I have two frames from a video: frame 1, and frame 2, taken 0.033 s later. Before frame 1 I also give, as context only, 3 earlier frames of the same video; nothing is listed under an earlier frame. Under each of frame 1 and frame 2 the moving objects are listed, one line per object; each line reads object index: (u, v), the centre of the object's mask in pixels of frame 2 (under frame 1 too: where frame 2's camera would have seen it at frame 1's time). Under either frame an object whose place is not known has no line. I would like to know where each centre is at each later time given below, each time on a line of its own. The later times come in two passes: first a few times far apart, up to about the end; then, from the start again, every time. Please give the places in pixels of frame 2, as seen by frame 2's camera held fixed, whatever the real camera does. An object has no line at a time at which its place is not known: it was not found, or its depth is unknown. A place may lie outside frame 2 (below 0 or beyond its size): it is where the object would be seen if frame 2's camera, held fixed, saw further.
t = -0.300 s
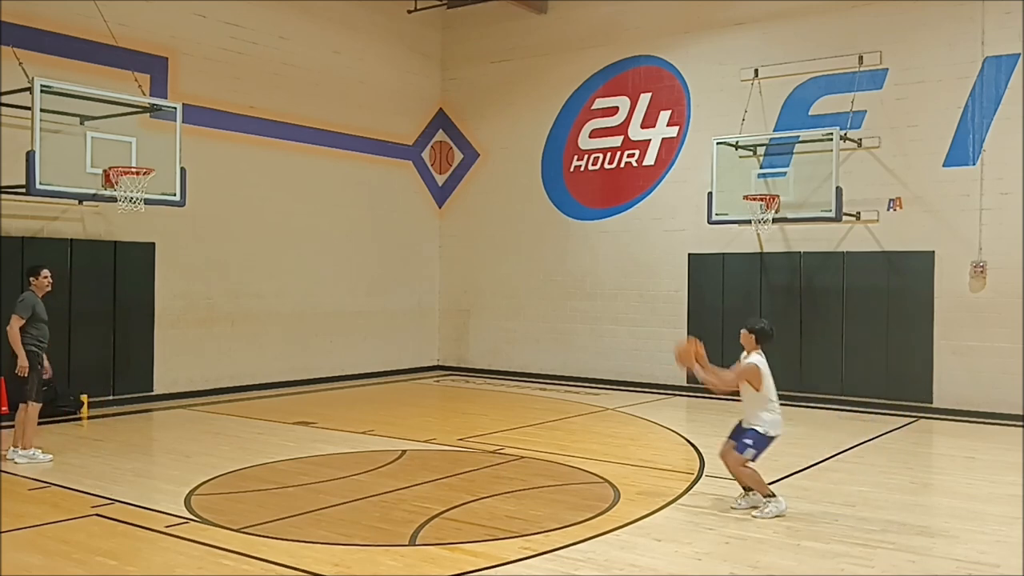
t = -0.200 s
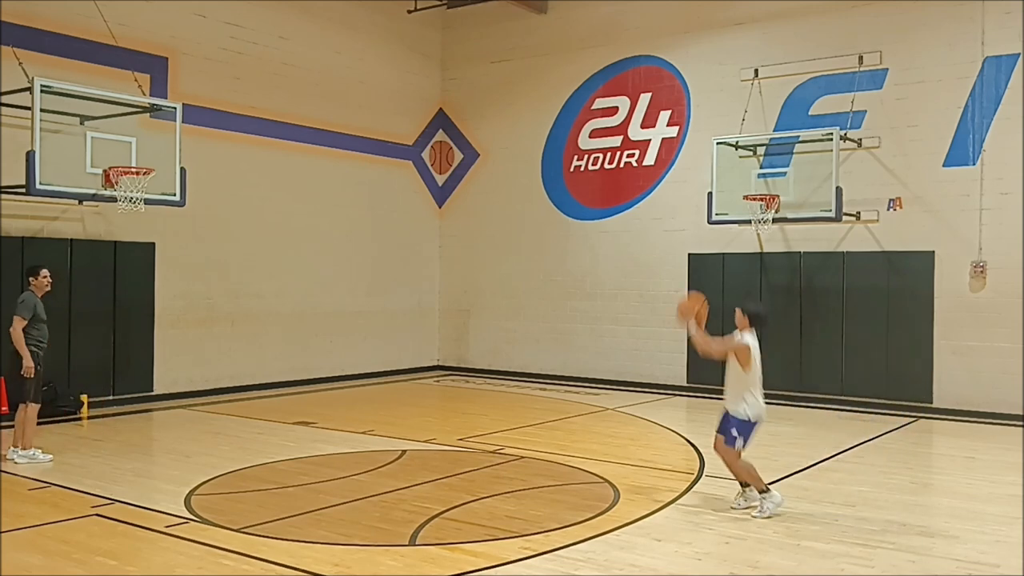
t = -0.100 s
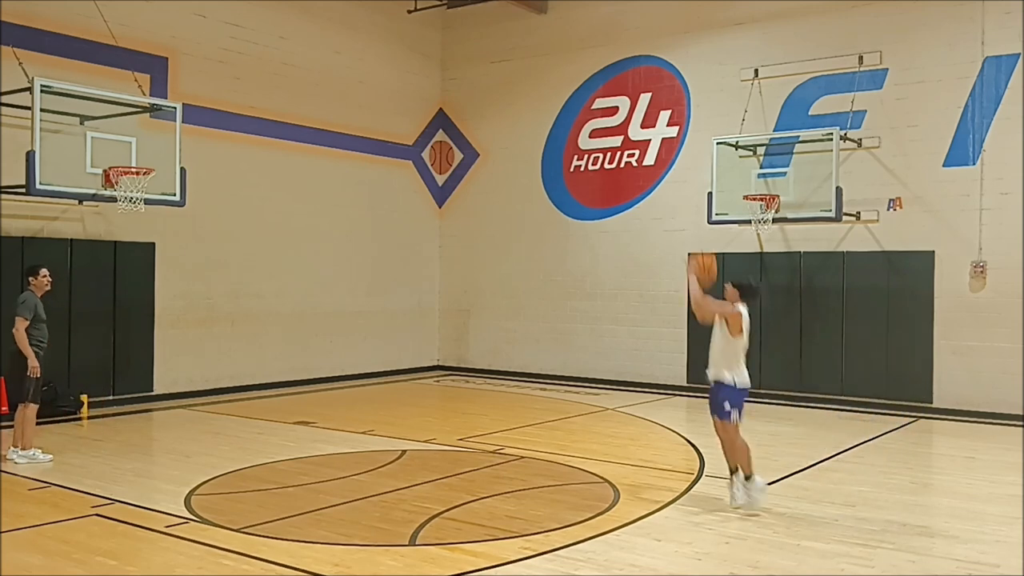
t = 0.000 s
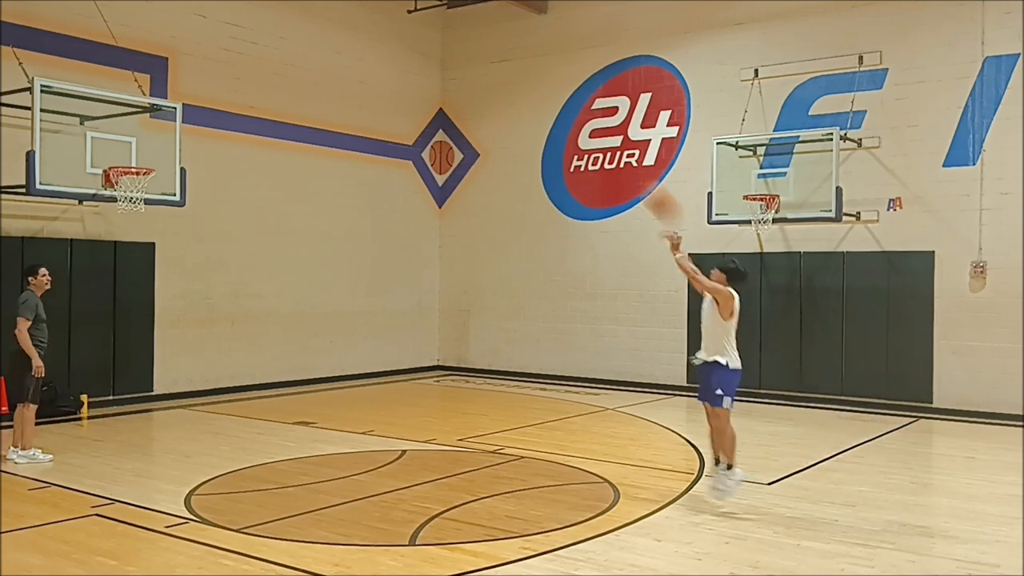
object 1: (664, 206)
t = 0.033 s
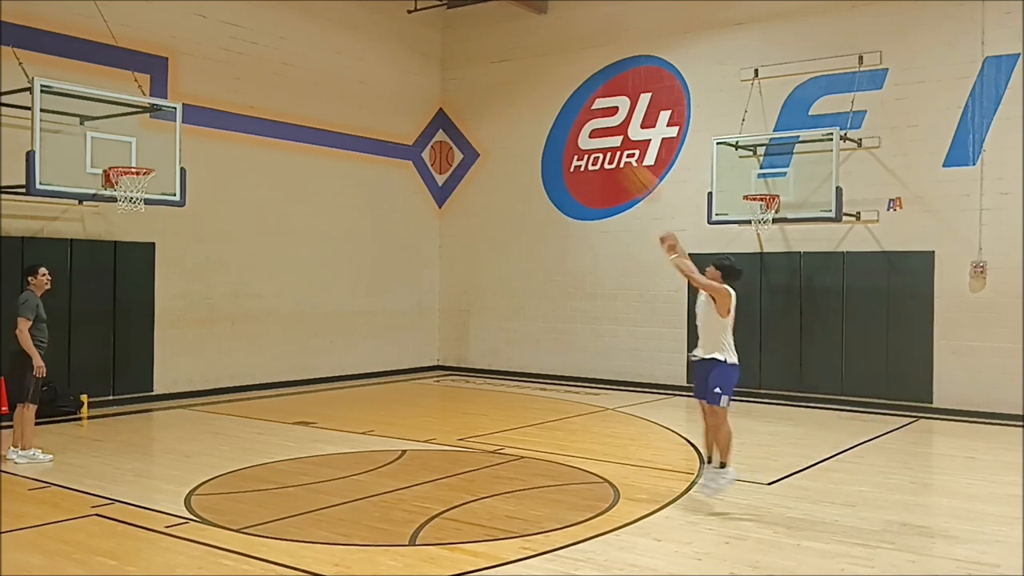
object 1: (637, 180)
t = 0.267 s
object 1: (500, 71)
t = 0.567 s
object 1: (350, 30)
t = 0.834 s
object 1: (237, 70)
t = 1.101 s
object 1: (142, 158)
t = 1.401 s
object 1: (136, 149)
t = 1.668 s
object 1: (172, 193)
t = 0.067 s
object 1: (621, 163)
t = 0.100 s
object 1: (600, 139)
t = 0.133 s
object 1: (573, 122)
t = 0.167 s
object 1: (559, 112)
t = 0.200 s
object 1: (538, 96)
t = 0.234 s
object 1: (519, 83)
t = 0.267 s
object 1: (500, 71)
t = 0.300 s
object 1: (481, 61)
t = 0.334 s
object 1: (462, 52)
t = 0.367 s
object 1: (446, 46)
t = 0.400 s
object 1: (429, 40)
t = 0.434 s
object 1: (412, 35)
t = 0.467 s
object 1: (396, 33)
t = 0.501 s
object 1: (380, 31)
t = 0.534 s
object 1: (365, 30)
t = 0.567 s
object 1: (350, 30)
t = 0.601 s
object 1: (334, 31)
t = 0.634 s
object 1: (320, 34)
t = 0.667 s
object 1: (305, 37)
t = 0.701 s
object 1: (291, 41)
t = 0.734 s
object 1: (277, 47)
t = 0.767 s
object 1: (263, 54)
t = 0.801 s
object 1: (251, 61)
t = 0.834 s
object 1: (237, 70)
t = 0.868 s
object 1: (225, 79)
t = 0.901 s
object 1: (212, 89)
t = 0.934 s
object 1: (199, 102)
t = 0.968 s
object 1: (188, 113)
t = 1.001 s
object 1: (175, 124)
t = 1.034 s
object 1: (161, 138)
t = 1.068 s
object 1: (150, 153)
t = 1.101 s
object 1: (142, 158)
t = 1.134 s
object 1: (136, 155)
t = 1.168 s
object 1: (130, 153)
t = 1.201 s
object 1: (124, 152)
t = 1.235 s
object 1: (119, 153)
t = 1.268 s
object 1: (119, 151)
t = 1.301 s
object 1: (123, 149)
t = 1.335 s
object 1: (127, 148)
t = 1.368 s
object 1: (132, 148)
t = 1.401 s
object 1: (136, 149)
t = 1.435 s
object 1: (140, 151)
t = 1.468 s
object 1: (145, 154)
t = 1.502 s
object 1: (149, 157)
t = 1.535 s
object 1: (153, 162)
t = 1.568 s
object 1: (158, 167)
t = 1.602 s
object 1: (162, 175)
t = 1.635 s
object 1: (166, 183)
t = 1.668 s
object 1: (172, 193)
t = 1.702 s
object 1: (176, 203)
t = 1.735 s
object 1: (180, 214)
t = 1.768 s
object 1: (185, 226)
